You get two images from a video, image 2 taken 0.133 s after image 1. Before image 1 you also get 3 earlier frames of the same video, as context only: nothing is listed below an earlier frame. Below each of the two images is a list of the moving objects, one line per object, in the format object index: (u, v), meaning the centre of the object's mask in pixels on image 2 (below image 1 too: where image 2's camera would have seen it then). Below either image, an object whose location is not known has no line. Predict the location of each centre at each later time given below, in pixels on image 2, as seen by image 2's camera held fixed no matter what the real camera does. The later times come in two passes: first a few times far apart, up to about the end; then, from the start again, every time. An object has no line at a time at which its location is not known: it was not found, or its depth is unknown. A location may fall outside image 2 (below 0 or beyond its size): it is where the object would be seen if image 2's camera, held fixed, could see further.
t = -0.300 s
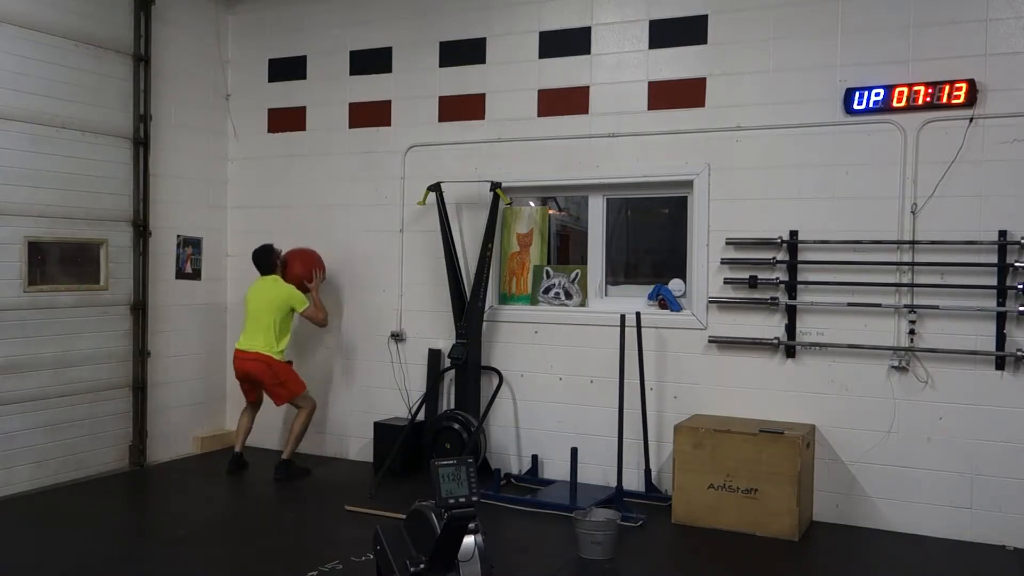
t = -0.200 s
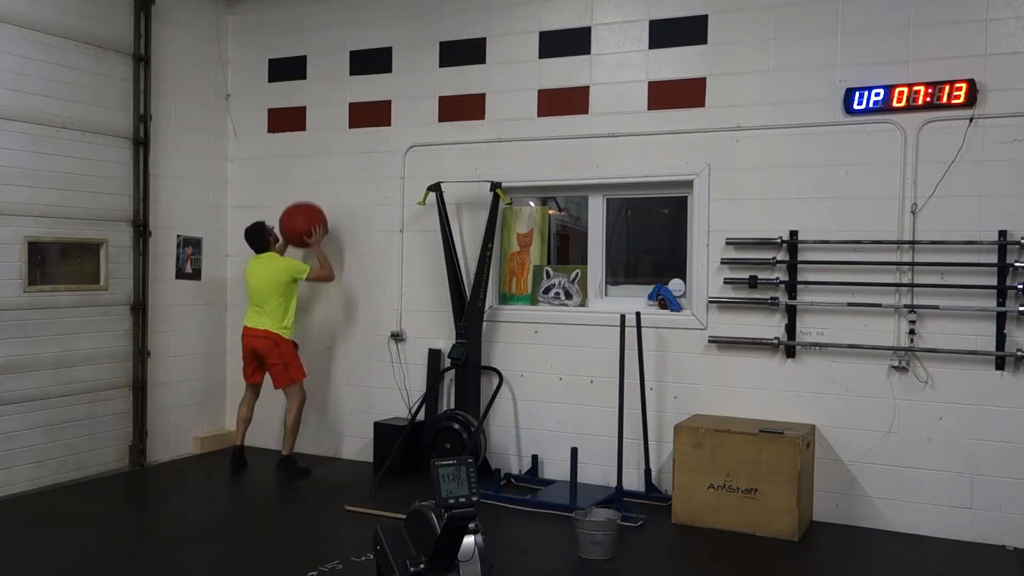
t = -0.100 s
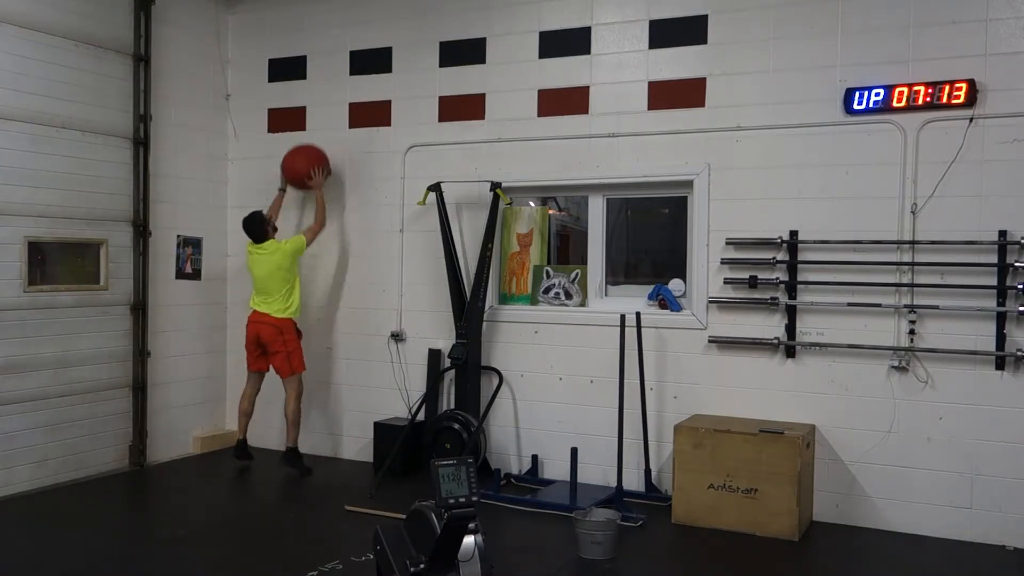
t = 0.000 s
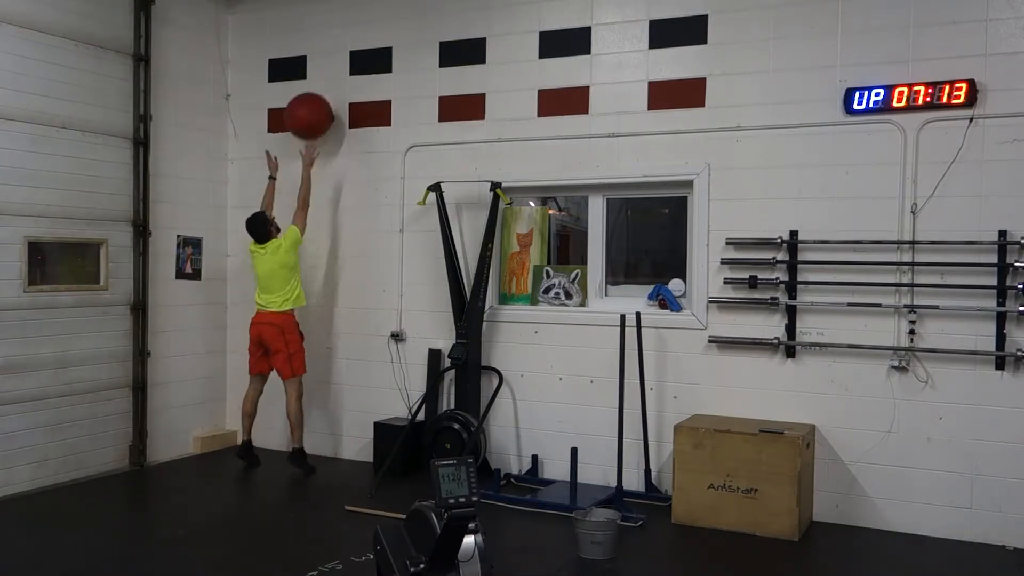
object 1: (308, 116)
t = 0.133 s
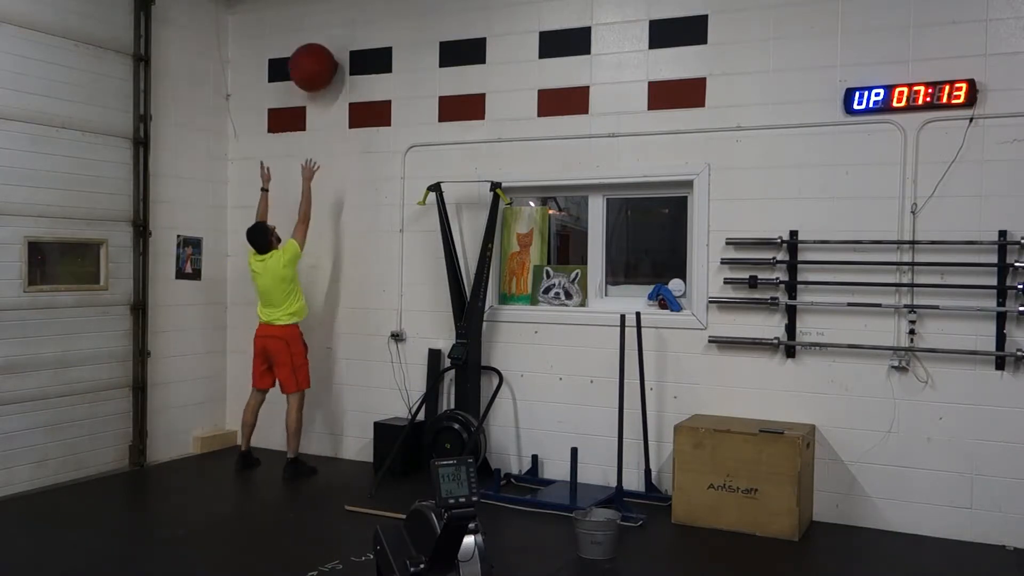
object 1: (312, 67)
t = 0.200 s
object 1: (314, 51)
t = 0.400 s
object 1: (313, 40)
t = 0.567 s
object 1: (307, 68)
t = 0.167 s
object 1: (313, 59)
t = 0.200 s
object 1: (314, 51)
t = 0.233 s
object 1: (315, 46)
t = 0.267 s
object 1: (316, 42)
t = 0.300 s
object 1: (316, 39)
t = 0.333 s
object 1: (315, 38)
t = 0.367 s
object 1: (314, 38)
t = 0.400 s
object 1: (313, 40)
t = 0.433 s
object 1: (311, 42)
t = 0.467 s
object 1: (310, 47)
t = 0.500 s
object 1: (309, 53)
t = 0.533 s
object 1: (308, 60)
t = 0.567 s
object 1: (307, 68)
